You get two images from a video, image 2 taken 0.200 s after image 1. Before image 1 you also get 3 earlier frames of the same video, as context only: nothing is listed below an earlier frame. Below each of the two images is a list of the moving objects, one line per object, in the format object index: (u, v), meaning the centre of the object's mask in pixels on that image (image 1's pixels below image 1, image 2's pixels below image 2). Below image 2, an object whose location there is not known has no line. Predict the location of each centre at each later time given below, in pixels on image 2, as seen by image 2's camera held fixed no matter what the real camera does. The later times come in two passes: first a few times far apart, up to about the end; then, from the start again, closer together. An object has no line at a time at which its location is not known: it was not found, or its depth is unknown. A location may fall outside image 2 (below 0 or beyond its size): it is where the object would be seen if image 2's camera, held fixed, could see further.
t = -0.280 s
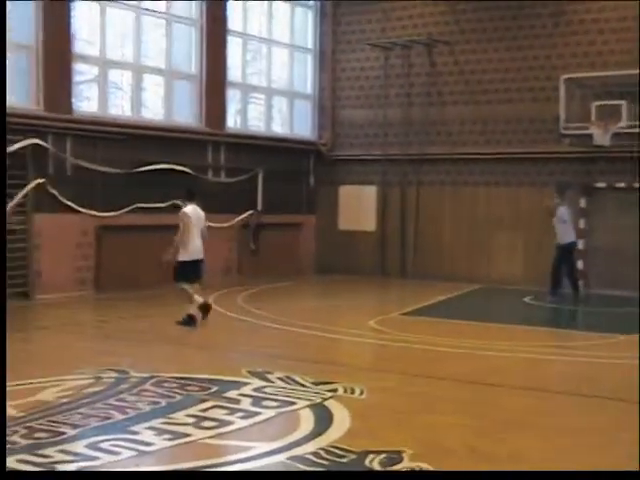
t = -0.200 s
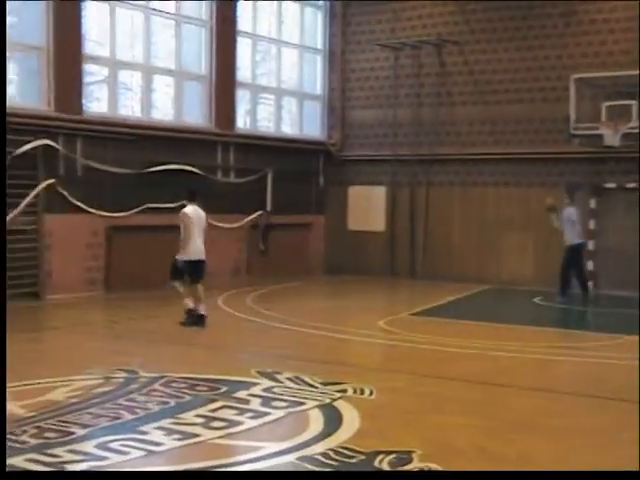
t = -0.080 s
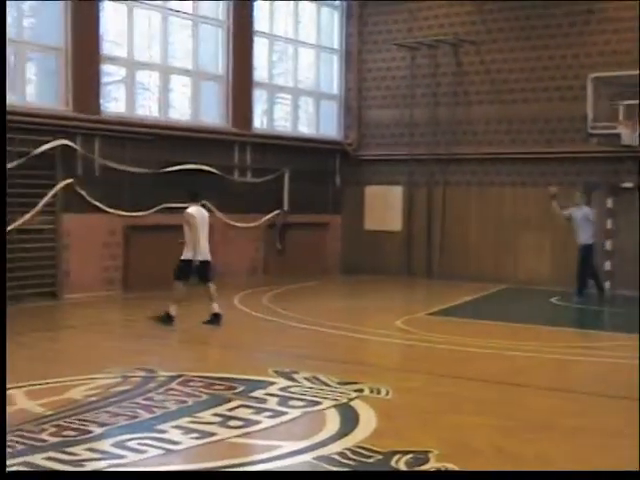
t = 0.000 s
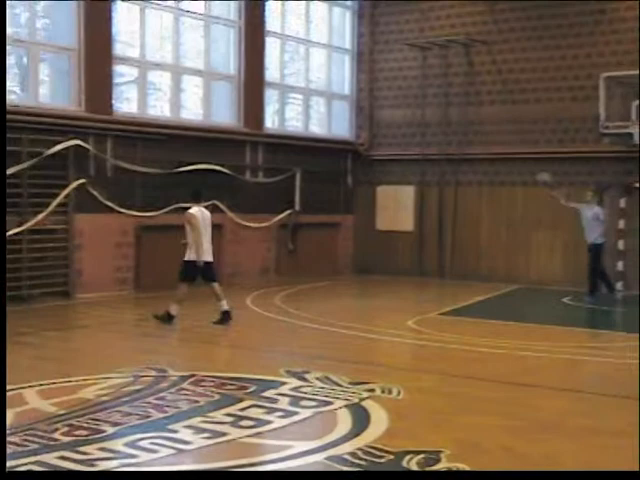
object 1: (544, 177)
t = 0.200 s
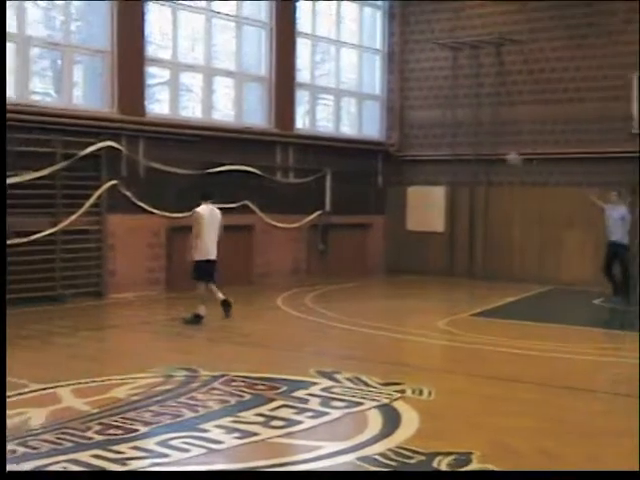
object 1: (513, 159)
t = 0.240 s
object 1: (501, 158)
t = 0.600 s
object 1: (375, 195)
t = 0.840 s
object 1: (280, 265)
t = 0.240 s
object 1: (501, 158)
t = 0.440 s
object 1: (433, 166)
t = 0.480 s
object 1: (418, 172)
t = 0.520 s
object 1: (405, 179)
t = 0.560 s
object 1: (389, 186)
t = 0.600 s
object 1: (375, 195)
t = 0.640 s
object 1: (361, 204)
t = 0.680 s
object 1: (346, 212)
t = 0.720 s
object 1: (329, 226)
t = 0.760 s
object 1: (314, 237)
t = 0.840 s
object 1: (280, 265)
